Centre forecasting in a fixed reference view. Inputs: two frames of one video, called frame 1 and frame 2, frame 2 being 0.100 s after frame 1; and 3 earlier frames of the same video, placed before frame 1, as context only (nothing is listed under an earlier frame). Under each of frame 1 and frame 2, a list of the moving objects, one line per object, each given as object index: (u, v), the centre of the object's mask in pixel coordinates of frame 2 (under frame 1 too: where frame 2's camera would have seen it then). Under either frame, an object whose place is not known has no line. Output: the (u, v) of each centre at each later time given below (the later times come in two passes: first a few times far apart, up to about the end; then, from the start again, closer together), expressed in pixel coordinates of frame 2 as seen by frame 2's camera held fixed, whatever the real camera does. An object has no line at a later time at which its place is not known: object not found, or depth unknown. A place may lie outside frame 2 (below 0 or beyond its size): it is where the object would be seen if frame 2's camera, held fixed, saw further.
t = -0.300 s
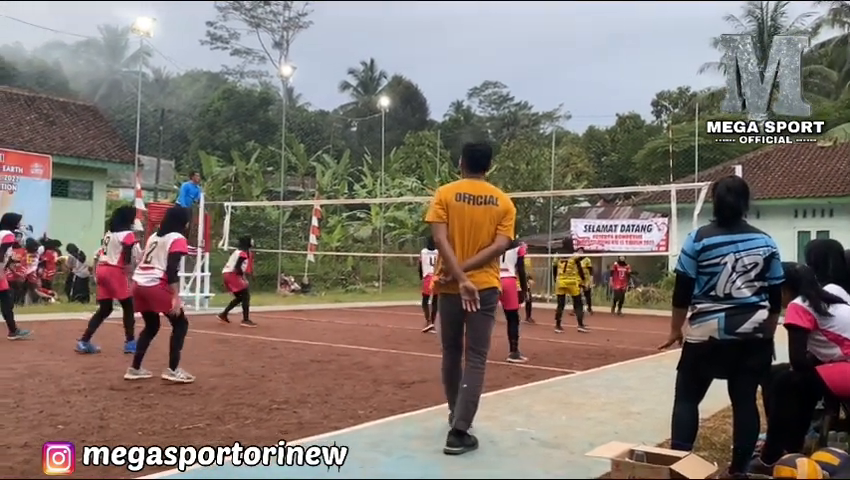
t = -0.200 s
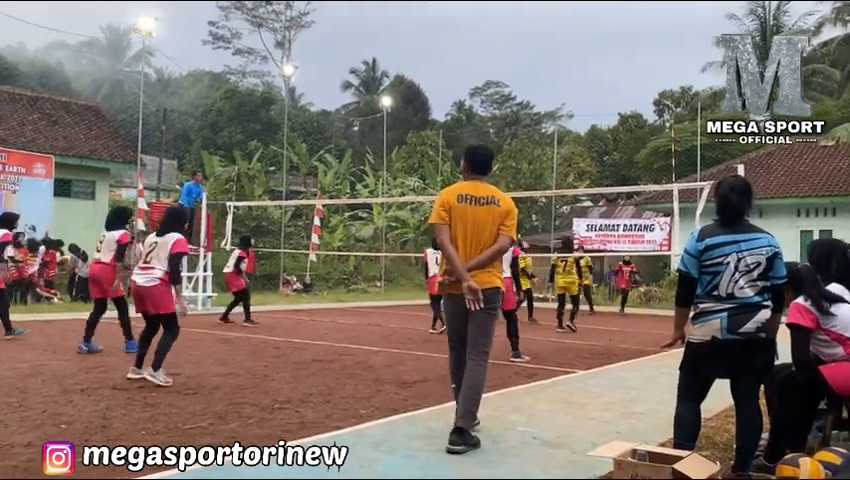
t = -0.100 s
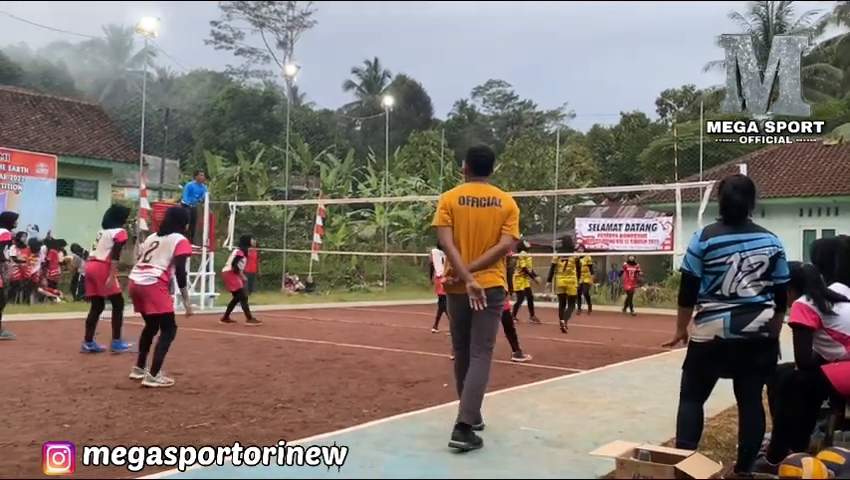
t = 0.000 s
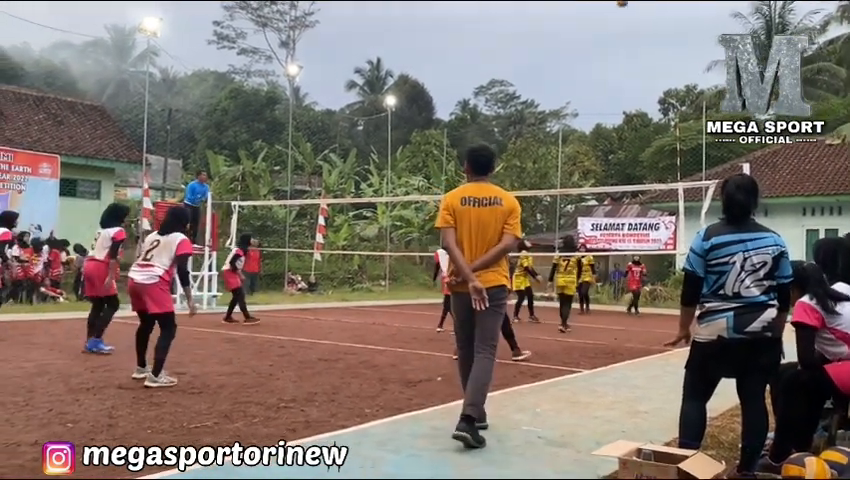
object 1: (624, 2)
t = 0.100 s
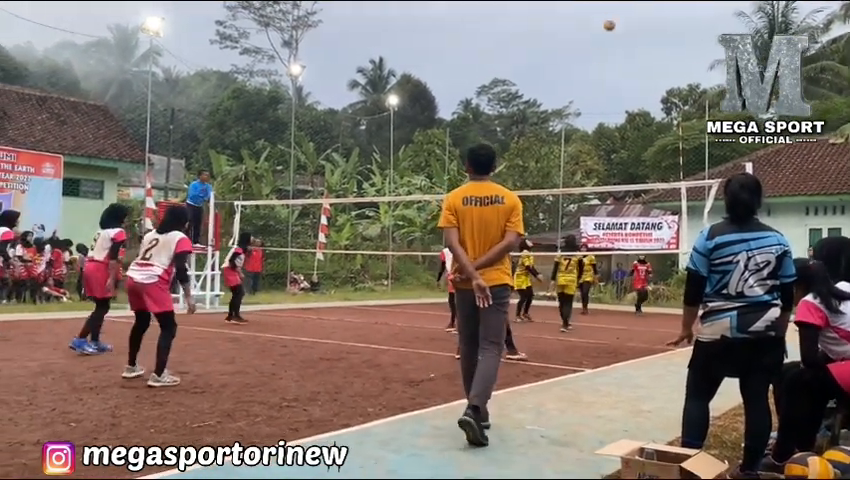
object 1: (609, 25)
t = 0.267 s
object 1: (585, 77)
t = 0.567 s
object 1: (546, 198)
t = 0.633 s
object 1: (538, 229)
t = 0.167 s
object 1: (599, 45)
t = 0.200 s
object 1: (594, 55)
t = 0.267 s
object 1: (585, 77)
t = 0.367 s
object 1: (571, 113)
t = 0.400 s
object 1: (566, 125)
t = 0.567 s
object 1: (546, 198)
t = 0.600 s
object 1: (542, 213)
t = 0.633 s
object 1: (538, 229)
